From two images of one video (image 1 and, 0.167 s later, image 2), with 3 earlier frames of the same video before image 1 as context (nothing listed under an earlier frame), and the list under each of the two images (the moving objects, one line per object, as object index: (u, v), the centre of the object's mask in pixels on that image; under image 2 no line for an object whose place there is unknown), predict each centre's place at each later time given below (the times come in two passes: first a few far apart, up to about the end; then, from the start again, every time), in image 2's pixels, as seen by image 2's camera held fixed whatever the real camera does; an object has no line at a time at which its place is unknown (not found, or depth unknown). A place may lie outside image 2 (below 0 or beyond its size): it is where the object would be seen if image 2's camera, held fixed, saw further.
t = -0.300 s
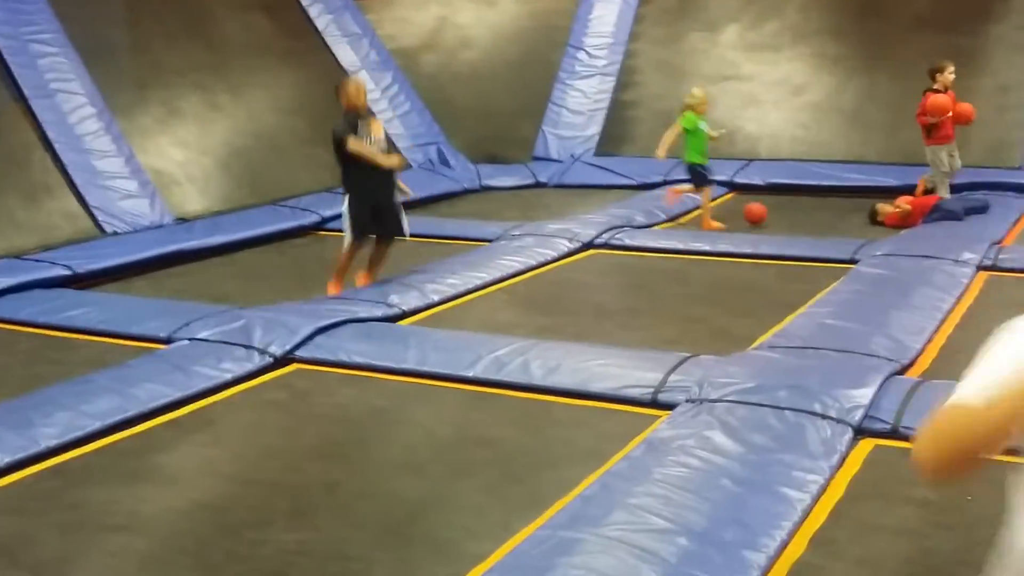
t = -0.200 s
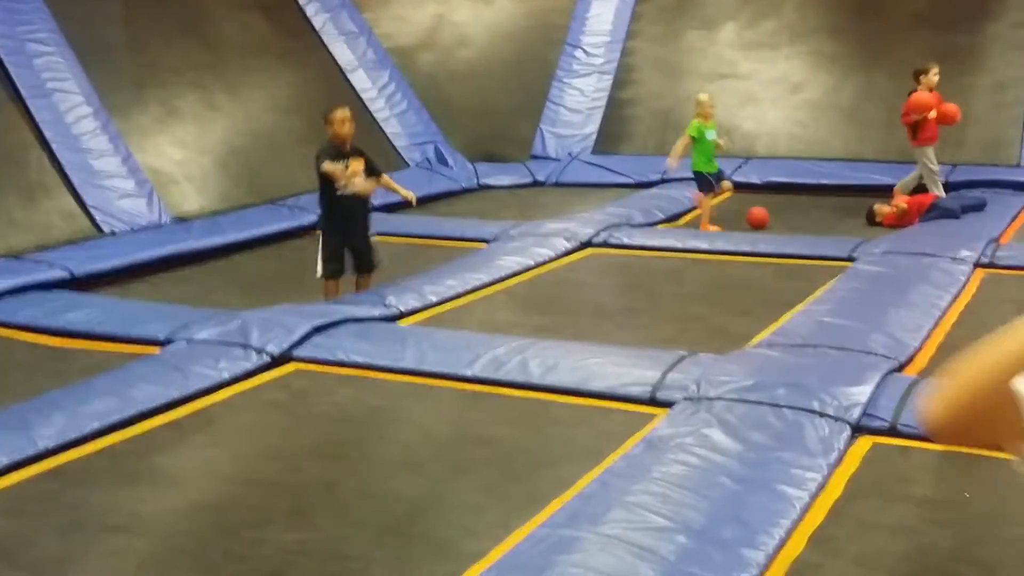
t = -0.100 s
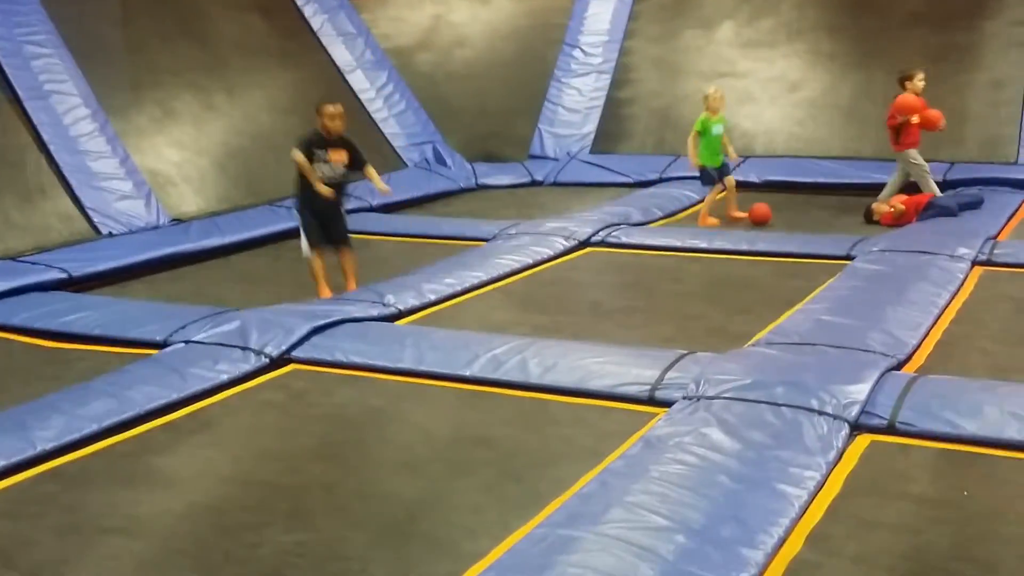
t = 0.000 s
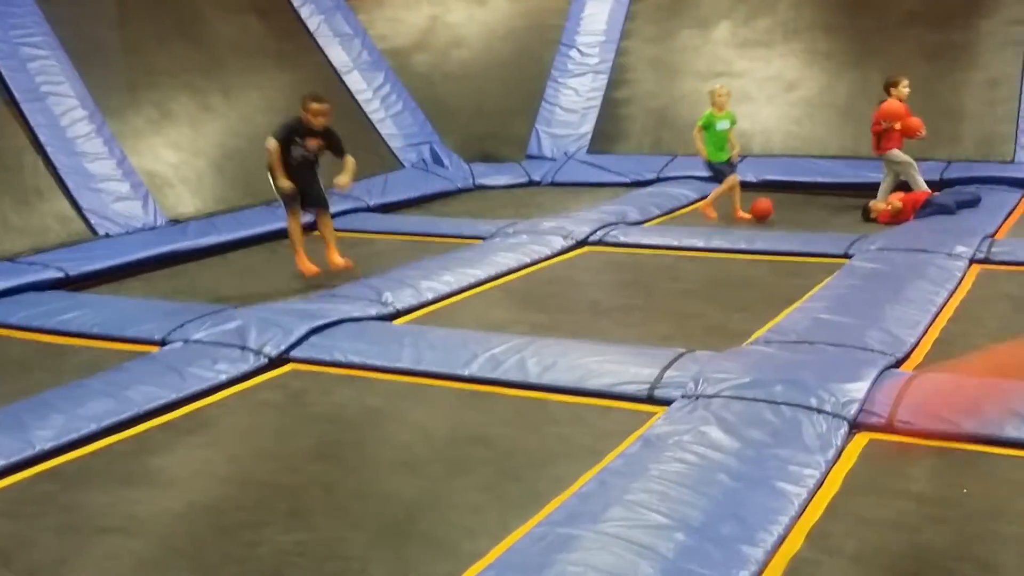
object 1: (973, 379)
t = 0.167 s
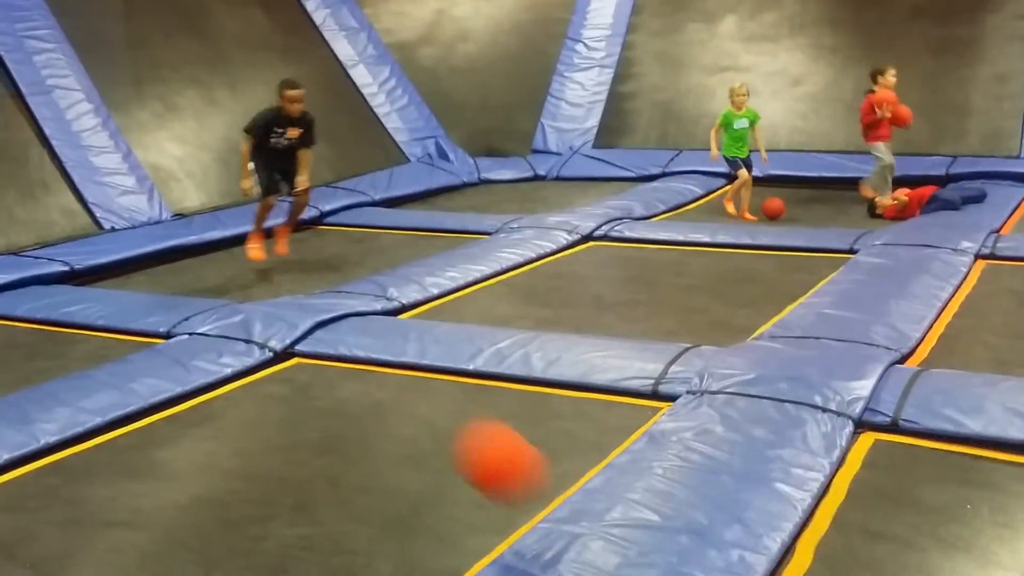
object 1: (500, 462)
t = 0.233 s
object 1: (424, 407)
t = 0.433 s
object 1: (231, 339)
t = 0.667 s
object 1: (84, 410)
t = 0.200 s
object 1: (462, 432)
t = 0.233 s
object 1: (424, 407)
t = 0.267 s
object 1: (389, 387)
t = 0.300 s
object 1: (356, 370)
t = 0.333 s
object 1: (322, 356)
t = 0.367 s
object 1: (291, 346)
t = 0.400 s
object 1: (260, 340)
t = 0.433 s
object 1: (231, 339)
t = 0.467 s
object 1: (204, 341)
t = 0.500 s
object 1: (180, 346)
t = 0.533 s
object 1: (155, 354)
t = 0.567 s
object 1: (132, 365)
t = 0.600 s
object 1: (112, 376)
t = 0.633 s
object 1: (95, 391)
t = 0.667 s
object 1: (84, 410)
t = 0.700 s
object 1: (76, 425)
